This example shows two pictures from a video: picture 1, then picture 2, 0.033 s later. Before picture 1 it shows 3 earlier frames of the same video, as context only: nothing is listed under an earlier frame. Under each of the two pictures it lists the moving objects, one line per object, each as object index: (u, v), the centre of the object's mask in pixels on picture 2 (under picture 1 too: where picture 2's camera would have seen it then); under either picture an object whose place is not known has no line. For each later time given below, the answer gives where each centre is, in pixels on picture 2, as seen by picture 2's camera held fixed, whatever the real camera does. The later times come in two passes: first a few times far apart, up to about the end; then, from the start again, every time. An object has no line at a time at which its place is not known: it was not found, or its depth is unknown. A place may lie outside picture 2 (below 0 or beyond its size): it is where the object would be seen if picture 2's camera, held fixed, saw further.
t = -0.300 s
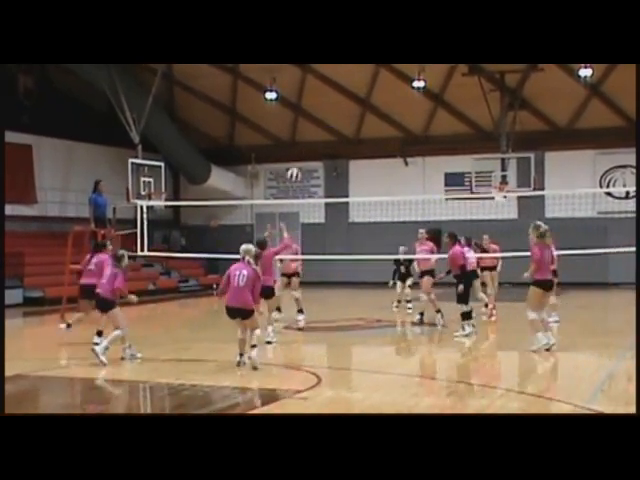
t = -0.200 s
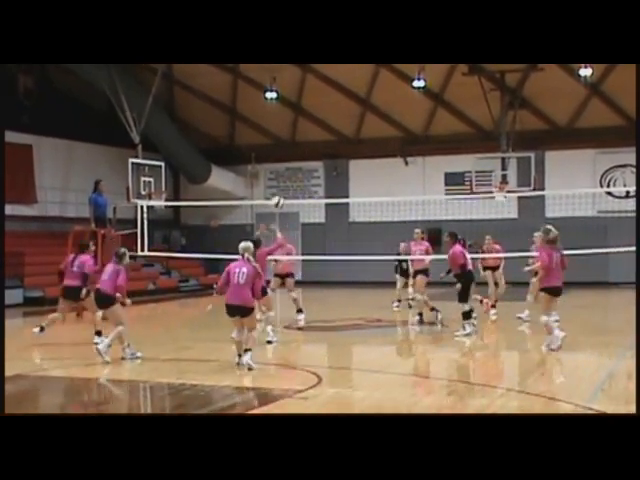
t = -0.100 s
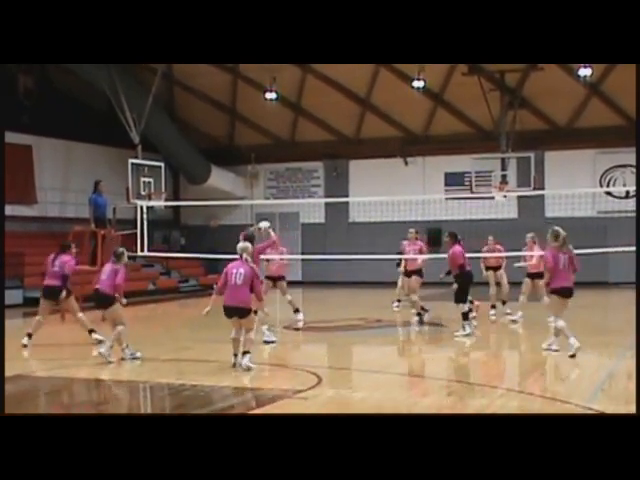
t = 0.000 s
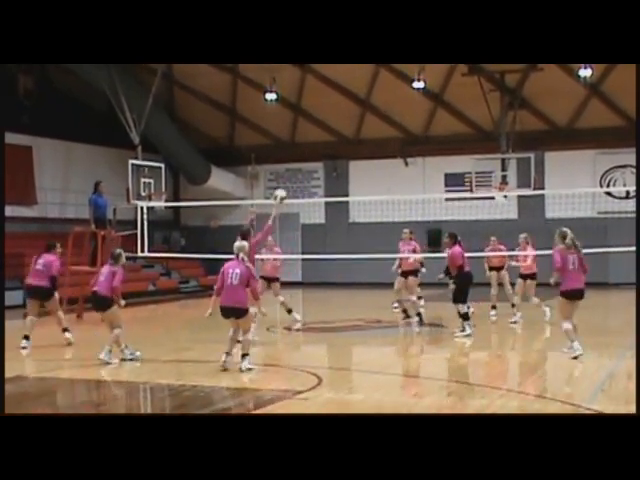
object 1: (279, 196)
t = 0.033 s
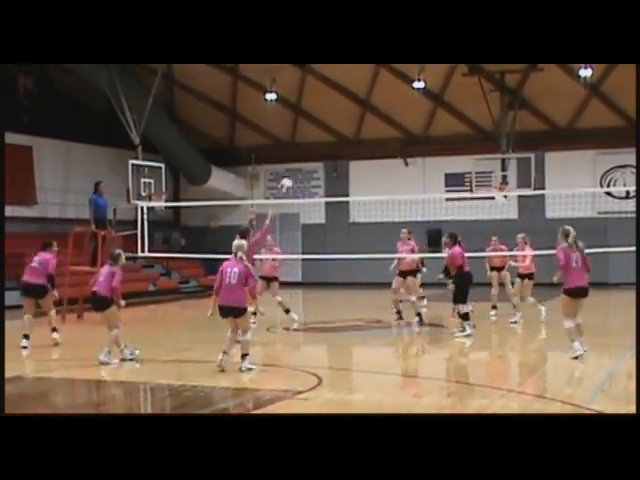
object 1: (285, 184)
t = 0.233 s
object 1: (320, 139)
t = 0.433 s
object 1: (352, 119)
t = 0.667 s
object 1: (387, 128)
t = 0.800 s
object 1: (406, 148)
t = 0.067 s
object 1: (291, 175)
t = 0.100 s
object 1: (297, 166)
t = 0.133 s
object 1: (303, 159)
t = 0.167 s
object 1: (309, 151)
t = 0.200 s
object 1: (314, 144)
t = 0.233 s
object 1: (320, 139)
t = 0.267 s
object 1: (325, 134)
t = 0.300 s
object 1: (331, 129)
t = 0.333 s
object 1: (336, 125)
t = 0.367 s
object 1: (341, 122)
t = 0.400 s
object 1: (346, 120)
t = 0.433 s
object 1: (352, 119)
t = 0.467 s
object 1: (357, 119)
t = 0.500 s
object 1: (362, 118)
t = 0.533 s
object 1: (367, 119)
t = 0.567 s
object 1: (373, 120)
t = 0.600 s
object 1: (377, 122)
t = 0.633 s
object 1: (382, 125)
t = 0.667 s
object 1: (387, 128)
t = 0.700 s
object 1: (392, 132)
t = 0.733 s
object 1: (397, 137)
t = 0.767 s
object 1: (402, 142)
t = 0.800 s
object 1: (406, 148)
